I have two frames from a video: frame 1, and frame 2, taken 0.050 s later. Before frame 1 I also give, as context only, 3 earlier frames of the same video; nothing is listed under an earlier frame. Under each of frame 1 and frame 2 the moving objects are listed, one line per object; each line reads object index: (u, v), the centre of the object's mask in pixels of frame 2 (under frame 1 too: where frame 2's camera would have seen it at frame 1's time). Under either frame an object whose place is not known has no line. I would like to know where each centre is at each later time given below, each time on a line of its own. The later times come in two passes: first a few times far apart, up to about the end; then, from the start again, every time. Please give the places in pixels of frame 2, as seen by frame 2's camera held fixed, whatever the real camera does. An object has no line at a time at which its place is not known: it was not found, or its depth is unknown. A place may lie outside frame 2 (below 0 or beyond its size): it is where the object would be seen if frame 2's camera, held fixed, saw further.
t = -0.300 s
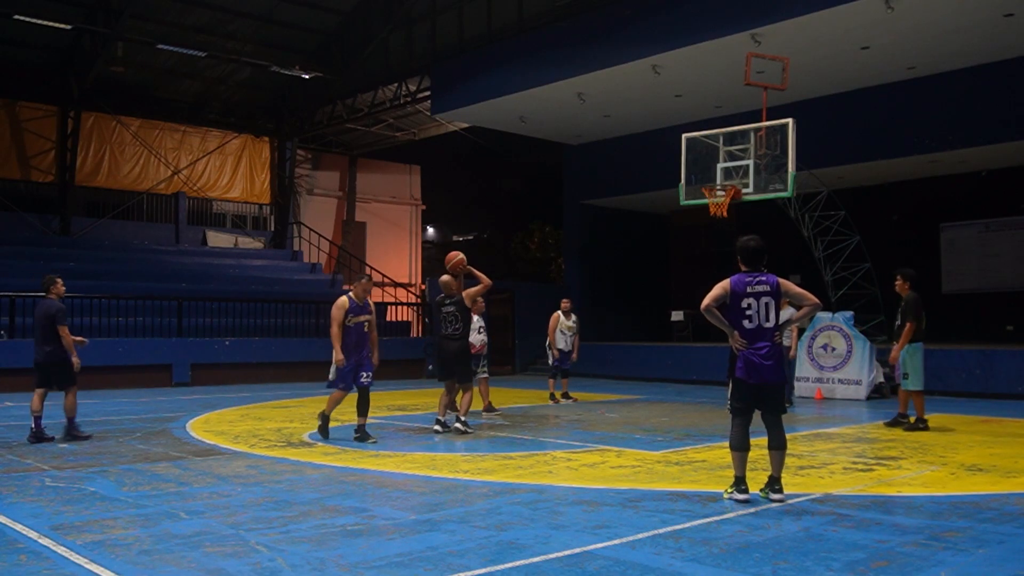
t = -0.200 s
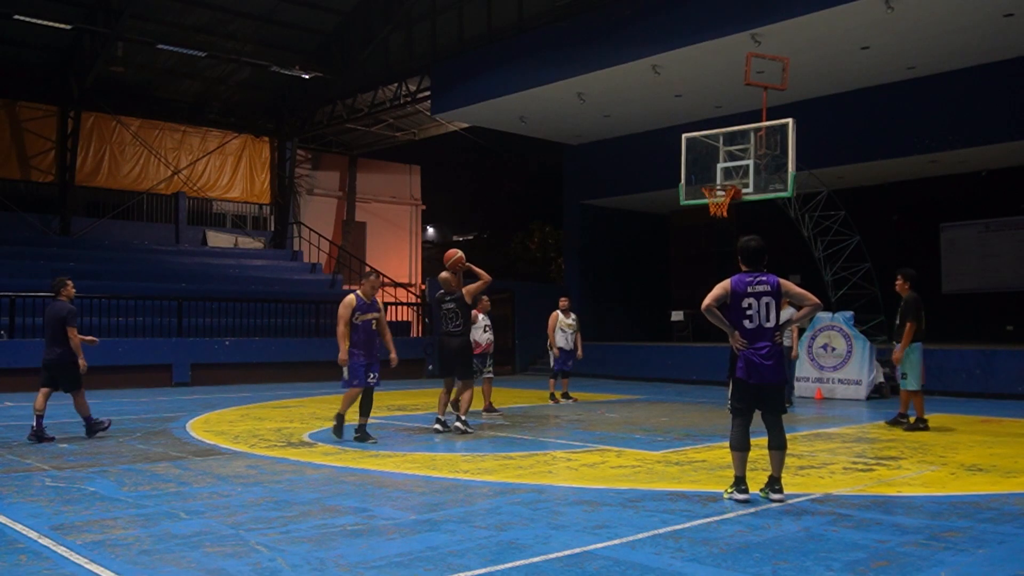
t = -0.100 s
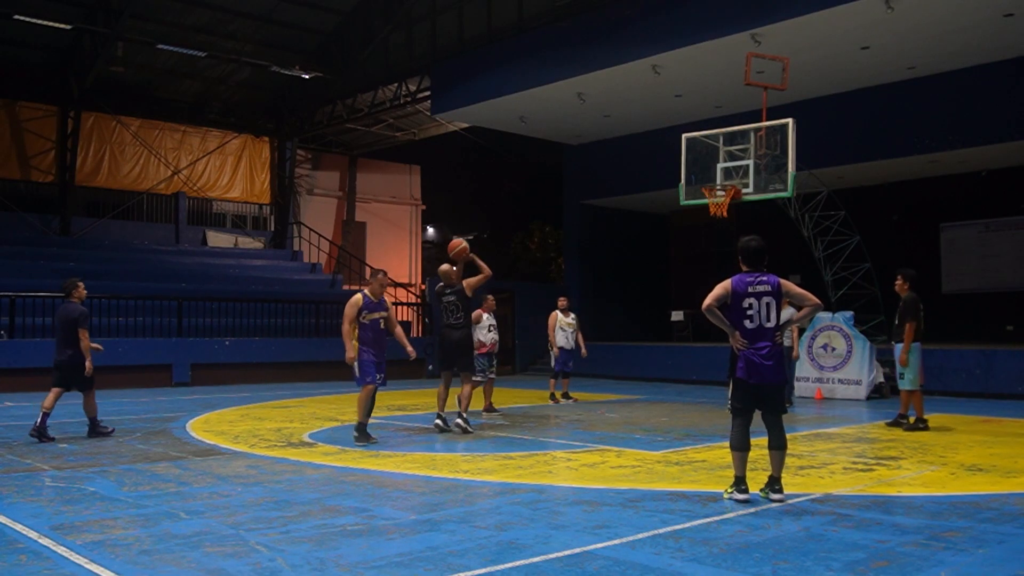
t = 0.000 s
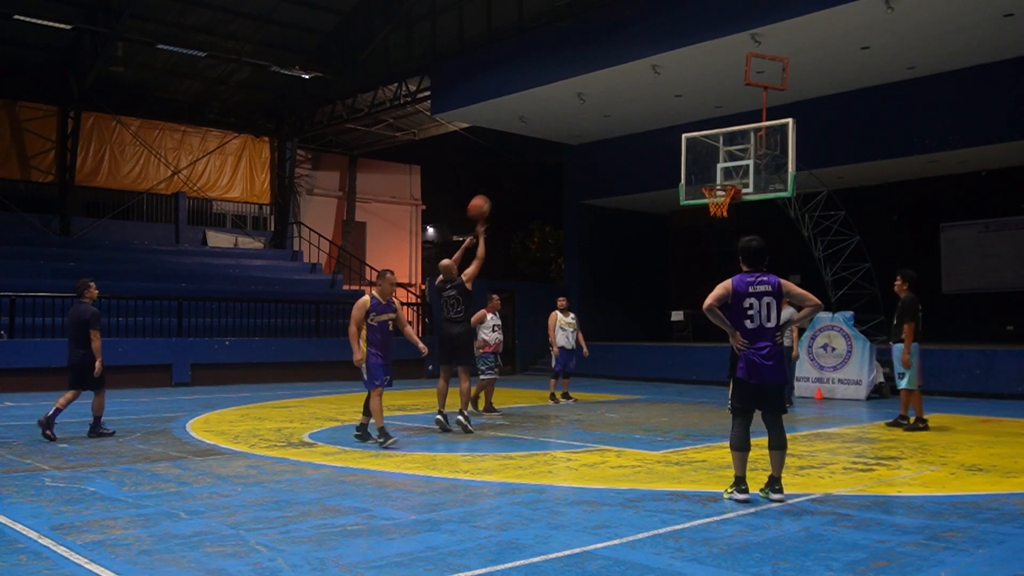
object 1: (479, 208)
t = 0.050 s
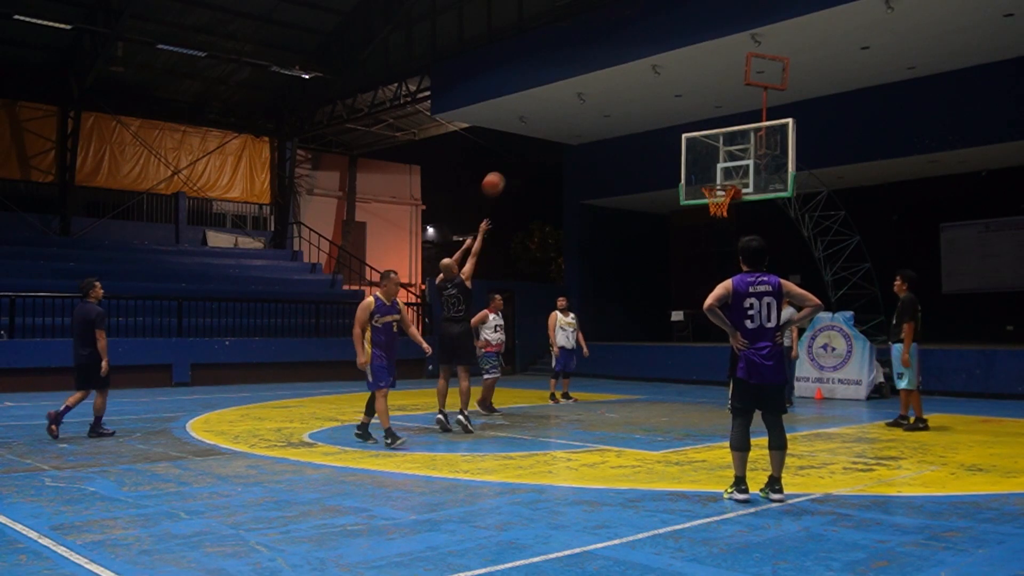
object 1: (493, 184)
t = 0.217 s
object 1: (538, 124)
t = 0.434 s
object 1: (593, 86)
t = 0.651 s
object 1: (641, 88)
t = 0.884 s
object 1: (689, 125)
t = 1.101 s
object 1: (725, 181)
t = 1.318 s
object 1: (710, 180)
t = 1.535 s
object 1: (724, 176)
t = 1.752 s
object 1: (729, 175)
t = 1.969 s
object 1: (733, 176)
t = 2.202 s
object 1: (732, 192)
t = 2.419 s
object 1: (733, 245)
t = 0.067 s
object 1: (498, 177)
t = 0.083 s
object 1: (503, 169)
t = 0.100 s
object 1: (507, 163)
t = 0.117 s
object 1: (512, 157)
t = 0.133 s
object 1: (516, 151)
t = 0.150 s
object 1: (521, 145)
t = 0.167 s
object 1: (525, 139)
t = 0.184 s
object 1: (529, 135)
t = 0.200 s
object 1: (534, 129)
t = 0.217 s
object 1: (538, 124)
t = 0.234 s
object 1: (543, 119)
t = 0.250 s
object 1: (547, 115)
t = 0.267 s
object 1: (552, 112)
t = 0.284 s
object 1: (556, 108)
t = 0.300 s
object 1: (561, 105)
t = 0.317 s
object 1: (565, 102)
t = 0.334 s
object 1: (569, 99)
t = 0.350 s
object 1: (573, 96)
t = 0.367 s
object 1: (577, 94)
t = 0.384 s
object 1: (581, 92)
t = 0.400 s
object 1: (585, 90)
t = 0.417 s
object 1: (589, 88)
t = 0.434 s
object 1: (593, 86)
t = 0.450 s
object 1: (597, 85)
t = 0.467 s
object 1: (601, 84)
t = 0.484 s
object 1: (604, 84)
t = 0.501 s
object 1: (609, 83)
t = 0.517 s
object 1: (612, 83)
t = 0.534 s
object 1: (616, 82)
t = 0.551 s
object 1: (620, 82)
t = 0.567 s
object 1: (624, 83)
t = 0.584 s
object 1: (627, 83)
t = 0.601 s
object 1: (631, 84)
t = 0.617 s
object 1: (634, 85)
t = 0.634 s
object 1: (638, 86)
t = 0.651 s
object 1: (641, 88)
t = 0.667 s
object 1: (645, 89)
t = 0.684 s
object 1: (648, 90)
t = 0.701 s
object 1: (652, 93)
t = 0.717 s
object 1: (655, 95)
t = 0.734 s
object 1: (659, 97)
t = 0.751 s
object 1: (662, 99)
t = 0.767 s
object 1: (666, 102)
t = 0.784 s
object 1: (669, 105)
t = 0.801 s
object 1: (672, 108)
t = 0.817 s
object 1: (675, 111)
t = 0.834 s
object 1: (679, 114)
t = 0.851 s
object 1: (682, 118)
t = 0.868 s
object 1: (685, 121)
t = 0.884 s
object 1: (689, 125)
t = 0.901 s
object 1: (692, 128)
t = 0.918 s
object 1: (695, 133)
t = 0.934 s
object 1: (698, 137)
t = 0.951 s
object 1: (701, 143)
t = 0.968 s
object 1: (704, 147)
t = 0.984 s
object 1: (707, 152)
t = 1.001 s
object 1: (710, 157)
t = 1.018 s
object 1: (713, 162)
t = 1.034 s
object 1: (716, 168)
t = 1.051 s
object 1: (719, 173)
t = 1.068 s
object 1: (723, 179)
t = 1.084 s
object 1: (724, 181)
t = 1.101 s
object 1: (725, 181)
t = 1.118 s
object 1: (725, 184)
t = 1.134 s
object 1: (725, 186)
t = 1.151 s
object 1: (723, 183)
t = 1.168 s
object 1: (720, 184)
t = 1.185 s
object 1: (717, 184)
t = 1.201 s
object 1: (716, 186)
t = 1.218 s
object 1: (714, 184)
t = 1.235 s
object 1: (712, 184)
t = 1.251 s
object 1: (711, 183)
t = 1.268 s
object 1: (710, 182)
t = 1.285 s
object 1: (710, 183)
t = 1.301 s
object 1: (710, 181)
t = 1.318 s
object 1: (710, 180)
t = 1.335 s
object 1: (711, 179)
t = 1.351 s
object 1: (712, 178)
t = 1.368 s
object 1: (713, 177)
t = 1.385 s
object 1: (715, 177)
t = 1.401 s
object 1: (716, 177)
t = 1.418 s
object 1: (717, 177)
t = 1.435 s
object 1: (718, 176)
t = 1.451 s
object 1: (719, 176)
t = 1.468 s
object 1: (720, 176)
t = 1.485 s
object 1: (721, 176)
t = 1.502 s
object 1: (722, 176)
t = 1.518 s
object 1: (723, 176)
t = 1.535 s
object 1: (724, 176)
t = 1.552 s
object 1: (725, 176)
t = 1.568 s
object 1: (725, 176)
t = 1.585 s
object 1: (726, 176)
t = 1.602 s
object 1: (726, 176)
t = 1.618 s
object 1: (727, 176)
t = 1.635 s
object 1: (727, 175)
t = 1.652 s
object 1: (727, 175)
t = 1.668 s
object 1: (727, 175)
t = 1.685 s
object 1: (728, 175)
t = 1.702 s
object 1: (729, 175)
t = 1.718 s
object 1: (729, 175)
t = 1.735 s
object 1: (729, 175)
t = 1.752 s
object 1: (729, 175)
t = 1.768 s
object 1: (730, 175)
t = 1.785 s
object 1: (730, 175)
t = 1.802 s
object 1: (730, 175)
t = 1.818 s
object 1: (730, 175)
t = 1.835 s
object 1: (730, 176)
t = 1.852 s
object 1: (730, 176)
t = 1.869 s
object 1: (731, 176)
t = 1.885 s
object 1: (731, 176)
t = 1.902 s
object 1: (731, 176)
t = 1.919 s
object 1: (732, 176)
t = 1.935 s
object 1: (732, 176)
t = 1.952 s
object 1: (733, 176)
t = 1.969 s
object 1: (733, 176)
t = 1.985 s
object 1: (733, 176)
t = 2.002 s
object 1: (733, 177)
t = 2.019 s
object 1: (733, 177)
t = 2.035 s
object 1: (733, 177)
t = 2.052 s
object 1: (733, 178)
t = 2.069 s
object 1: (733, 179)
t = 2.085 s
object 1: (733, 180)
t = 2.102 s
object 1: (733, 181)
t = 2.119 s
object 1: (733, 183)
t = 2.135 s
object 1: (733, 184)
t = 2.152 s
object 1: (732, 186)
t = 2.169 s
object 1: (732, 187)
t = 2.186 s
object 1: (731, 189)
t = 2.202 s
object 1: (732, 192)
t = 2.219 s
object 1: (732, 194)
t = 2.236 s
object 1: (733, 197)
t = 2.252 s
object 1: (733, 199)
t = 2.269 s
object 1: (733, 205)
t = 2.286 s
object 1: (733, 209)
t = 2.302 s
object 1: (733, 213)
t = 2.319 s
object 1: (733, 216)
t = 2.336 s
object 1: (733, 221)
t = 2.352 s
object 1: (733, 225)
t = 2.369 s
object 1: (733, 229)
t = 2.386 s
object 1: (733, 234)
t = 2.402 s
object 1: (733, 240)
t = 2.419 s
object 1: (733, 245)
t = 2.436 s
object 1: (733, 250)
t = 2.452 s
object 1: (733, 256)
